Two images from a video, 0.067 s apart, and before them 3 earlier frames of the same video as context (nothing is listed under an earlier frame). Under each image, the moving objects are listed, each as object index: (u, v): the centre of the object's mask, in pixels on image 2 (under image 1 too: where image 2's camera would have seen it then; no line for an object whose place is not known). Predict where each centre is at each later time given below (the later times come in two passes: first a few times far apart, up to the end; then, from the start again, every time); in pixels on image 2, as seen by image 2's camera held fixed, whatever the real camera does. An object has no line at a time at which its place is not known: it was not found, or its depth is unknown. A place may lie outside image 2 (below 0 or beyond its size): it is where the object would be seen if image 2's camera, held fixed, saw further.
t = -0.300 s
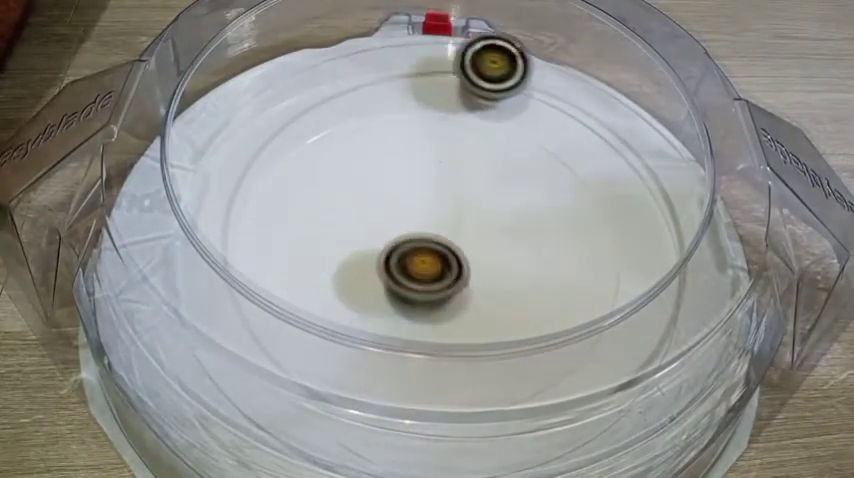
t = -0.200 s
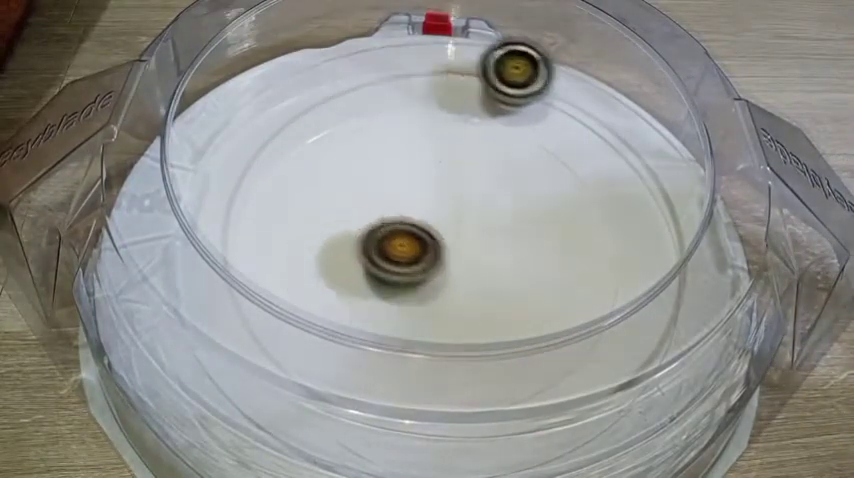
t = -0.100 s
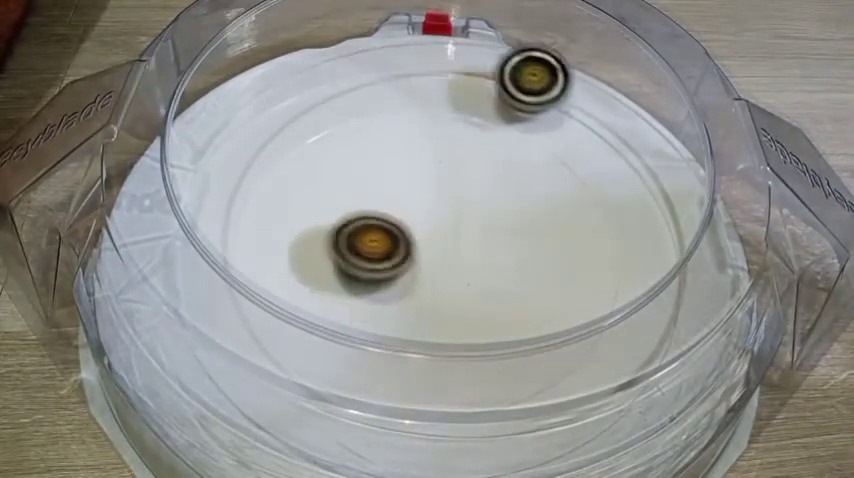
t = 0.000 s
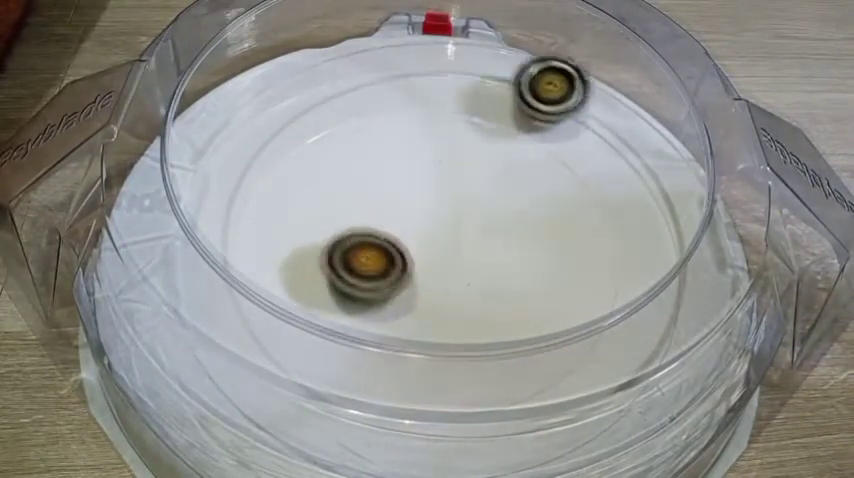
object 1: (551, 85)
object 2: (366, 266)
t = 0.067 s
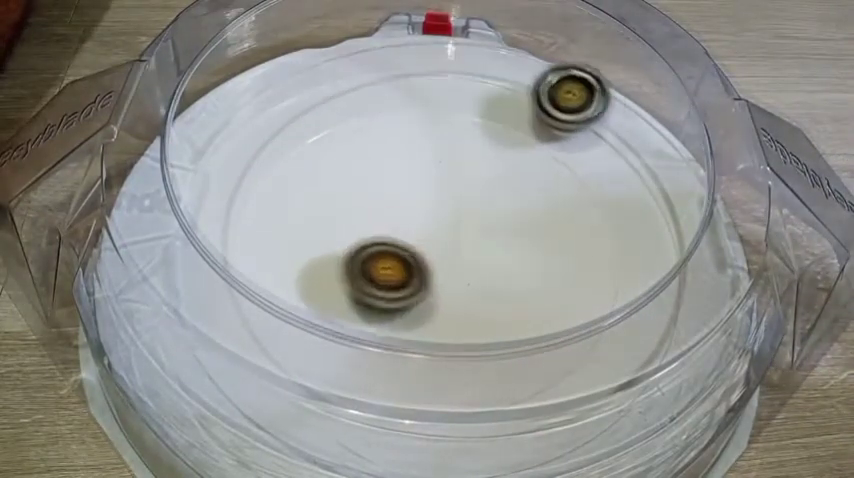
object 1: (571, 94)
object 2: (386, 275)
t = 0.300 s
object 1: (615, 129)
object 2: (418, 206)
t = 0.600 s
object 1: (663, 198)
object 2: (365, 195)
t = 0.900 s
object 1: (672, 278)
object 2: (436, 246)
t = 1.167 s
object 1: (639, 354)
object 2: (469, 167)
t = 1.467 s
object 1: (552, 417)
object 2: (369, 202)
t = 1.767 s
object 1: (428, 435)
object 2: (526, 274)
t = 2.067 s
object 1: (304, 407)
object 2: (498, 165)
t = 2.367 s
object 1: (216, 335)
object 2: (358, 241)
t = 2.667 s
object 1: (185, 246)
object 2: (503, 333)
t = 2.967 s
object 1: (201, 167)
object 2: (543, 211)
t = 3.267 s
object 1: (257, 101)
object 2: (325, 204)
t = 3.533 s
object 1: (321, 70)
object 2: (346, 351)
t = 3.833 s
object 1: (412, 53)
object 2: (536, 306)
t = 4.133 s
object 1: (503, 65)
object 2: (418, 137)
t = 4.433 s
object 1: (582, 101)
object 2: (254, 188)
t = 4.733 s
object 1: (643, 159)
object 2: (399, 316)
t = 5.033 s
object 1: (662, 235)
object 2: (534, 165)
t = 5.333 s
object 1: (658, 332)
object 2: (380, 98)
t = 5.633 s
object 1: (568, 405)
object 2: (318, 254)
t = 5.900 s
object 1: (453, 434)
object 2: (545, 299)
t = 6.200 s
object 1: (324, 415)
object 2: (545, 158)
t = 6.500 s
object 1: (228, 344)
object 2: (350, 183)
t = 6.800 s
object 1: (189, 251)
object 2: (416, 348)
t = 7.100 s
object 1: (205, 168)
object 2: (561, 258)
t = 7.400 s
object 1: (260, 103)
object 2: (386, 156)
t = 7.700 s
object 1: (341, 65)
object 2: (290, 274)
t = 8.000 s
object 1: (430, 55)
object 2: (494, 303)
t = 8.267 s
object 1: (509, 68)
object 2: (470, 153)
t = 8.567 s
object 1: (585, 110)
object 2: (308, 171)
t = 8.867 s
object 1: (633, 172)
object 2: (441, 306)
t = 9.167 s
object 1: (676, 258)
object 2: (495, 182)
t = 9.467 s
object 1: (658, 318)
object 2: (347, 217)
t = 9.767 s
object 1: (595, 385)
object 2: (480, 279)
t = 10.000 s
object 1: (500, 417)
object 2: (464, 194)
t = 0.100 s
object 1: (580, 98)
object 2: (399, 275)
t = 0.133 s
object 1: (586, 103)
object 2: (410, 271)
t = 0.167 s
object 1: (589, 107)
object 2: (419, 261)
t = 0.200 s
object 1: (593, 111)
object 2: (423, 250)
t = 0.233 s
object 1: (599, 116)
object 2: (424, 235)
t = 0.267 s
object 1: (606, 122)
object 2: (422, 220)
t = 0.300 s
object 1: (615, 129)
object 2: (418, 206)
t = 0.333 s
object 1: (623, 136)
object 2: (412, 192)
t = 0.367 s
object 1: (632, 144)
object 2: (405, 183)
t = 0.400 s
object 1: (638, 151)
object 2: (399, 175)
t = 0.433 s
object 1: (642, 158)
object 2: (391, 171)
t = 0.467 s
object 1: (645, 165)
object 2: (385, 172)
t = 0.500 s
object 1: (649, 172)
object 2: (378, 175)
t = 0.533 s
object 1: (654, 181)
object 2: (373, 181)
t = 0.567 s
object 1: (660, 190)
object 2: (369, 188)
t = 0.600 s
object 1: (663, 198)
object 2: (365, 195)
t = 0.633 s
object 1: (664, 205)
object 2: (362, 204)
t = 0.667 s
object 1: (663, 210)
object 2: (359, 213)
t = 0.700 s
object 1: (662, 215)
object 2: (359, 223)
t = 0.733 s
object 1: (661, 222)
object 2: (362, 231)
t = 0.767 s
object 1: (660, 230)
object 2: (370, 241)
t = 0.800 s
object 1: (658, 239)
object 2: (381, 248)
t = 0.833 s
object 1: (668, 252)
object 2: (398, 252)
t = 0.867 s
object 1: (670, 266)
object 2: (418, 251)
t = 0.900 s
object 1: (672, 278)
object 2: (436, 246)
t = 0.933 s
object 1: (672, 289)
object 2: (454, 237)
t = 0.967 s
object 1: (669, 297)
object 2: (467, 225)
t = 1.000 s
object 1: (665, 304)
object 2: (477, 212)
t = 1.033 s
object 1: (661, 312)
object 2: (483, 200)
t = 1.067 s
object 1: (656, 321)
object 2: (486, 187)
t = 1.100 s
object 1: (653, 336)
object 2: (484, 178)
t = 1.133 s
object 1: (645, 344)
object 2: (477, 171)
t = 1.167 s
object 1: (639, 354)
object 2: (469, 167)
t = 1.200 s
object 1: (631, 362)
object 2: (458, 162)
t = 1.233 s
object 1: (624, 370)
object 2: (445, 159)
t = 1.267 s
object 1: (615, 377)
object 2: (432, 157)
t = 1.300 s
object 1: (605, 384)
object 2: (418, 157)
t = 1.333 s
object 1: (596, 391)
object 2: (404, 161)
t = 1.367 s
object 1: (585, 398)
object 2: (392, 166)
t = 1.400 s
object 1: (574, 407)
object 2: (381, 175)
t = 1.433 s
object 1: (563, 413)
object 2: (373, 187)
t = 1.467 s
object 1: (552, 417)
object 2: (369, 202)
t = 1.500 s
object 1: (540, 420)
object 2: (371, 219)
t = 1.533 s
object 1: (526, 425)
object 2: (380, 237)
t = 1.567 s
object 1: (511, 430)
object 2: (397, 255)
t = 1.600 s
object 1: (497, 432)
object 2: (420, 270)
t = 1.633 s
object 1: (483, 434)
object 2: (445, 281)
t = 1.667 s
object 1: (469, 435)
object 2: (470, 284)
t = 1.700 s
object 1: (456, 435)
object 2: (493, 285)
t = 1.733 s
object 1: (441, 435)
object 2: (512, 283)
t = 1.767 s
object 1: (428, 435)
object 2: (526, 274)
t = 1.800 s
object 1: (414, 435)
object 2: (536, 264)
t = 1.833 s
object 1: (400, 434)
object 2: (541, 252)
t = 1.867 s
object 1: (386, 432)
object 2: (542, 238)
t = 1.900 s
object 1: (372, 427)
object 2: (540, 225)
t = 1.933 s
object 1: (358, 423)
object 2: (536, 210)
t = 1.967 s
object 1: (344, 420)
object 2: (529, 196)
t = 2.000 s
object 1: (331, 419)
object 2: (520, 184)
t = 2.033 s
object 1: (318, 414)
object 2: (509, 173)
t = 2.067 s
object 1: (304, 407)
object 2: (498, 165)
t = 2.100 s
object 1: (291, 401)
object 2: (483, 159)
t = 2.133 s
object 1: (279, 394)
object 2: (466, 155)
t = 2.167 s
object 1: (270, 387)
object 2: (448, 154)
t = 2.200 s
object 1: (260, 379)
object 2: (428, 158)
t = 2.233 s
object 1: (250, 371)
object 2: (409, 166)
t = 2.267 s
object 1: (241, 362)
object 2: (389, 180)
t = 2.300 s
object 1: (231, 353)
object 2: (374, 198)
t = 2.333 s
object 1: (222, 344)
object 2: (364, 218)
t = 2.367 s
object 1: (216, 335)
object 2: (358, 241)
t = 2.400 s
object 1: (208, 326)
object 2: (359, 262)
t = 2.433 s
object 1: (202, 316)
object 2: (364, 286)
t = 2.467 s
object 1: (197, 303)
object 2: (380, 303)
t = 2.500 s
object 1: (194, 297)
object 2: (399, 315)
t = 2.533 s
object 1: (191, 285)
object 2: (419, 331)
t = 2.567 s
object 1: (188, 275)
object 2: (440, 338)
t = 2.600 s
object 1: (185, 266)
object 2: (462, 343)
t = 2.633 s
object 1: (184, 256)
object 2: (483, 340)
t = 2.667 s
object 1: (185, 246)
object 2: (503, 333)
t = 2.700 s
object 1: (185, 238)
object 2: (519, 316)
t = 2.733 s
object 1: (184, 230)
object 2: (534, 309)
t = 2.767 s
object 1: (186, 220)
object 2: (547, 302)
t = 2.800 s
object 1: (187, 211)
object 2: (557, 286)
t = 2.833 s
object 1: (188, 202)
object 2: (561, 273)
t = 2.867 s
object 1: (192, 192)
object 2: (562, 257)
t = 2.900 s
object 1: (195, 184)
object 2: (560, 240)
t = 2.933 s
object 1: (198, 176)
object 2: (554, 224)
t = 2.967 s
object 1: (201, 167)
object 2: (543, 211)
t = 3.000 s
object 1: (209, 157)
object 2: (527, 197)
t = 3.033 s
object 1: (212, 149)
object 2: (508, 185)
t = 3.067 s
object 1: (217, 140)
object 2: (486, 177)
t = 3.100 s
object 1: (223, 133)
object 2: (459, 172)
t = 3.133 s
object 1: (230, 126)
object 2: (430, 170)
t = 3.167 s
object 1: (236, 120)
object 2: (401, 172)
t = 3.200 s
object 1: (243, 113)
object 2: (372, 180)
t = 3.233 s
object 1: (251, 107)
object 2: (346, 190)
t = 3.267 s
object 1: (257, 101)
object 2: (325, 204)
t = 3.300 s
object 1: (264, 96)
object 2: (308, 220)
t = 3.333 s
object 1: (272, 91)
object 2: (296, 237)
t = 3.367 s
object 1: (281, 87)
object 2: (290, 257)
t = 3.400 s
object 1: (288, 83)
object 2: (294, 274)
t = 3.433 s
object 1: (296, 80)
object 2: (303, 288)
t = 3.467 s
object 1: (304, 77)
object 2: (309, 316)
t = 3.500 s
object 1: (312, 73)
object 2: (325, 333)
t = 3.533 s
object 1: (321, 70)
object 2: (346, 351)
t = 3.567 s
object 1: (331, 66)
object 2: (369, 361)
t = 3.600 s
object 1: (341, 63)
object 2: (392, 367)
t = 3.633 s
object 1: (350, 61)
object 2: (418, 367)
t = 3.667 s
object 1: (360, 58)
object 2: (443, 366)
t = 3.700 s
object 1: (371, 57)
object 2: (469, 362)
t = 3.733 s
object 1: (381, 55)
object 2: (491, 359)
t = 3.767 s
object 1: (392, 54)
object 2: (509, 338)
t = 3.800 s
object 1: (402, 53)
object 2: (523, 316)
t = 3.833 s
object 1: (412, 53)
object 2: (536, 306)
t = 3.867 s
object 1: (423, 53)
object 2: (543, 285)
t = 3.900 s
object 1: (433, 54)
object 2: (544, 263)
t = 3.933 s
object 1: (443, 55)
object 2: (540, 241)
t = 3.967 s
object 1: (453, 55)
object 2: (530, 219)
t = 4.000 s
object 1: (463, 57)
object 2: (514, 197)
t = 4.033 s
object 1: (472, 58)
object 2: (493, 178)
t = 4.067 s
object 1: (482, 60)
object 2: (471, 161)
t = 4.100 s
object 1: (492, 63)
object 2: (446, 148)
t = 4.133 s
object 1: (503, 65)
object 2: (418, 137)
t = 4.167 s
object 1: (512, 67)
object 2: (391, 130)
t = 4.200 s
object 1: (522, 70)
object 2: (366, 128)
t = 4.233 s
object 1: (530, 74)
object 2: (342, 128)
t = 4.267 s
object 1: (540, 78)
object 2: (320, 132)
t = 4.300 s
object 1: (549, 82)
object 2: (300, 139)
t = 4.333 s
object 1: (557, 87)
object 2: (283, 149)
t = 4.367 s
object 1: (566, 92)
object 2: (270, 161)
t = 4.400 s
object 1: (575, 96)
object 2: (260, 174)
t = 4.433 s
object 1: (582, 101)
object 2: (254, 188)
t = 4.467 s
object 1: (590, 107)
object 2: (252, 207)
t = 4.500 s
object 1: (597, 112)
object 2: (254, 228)
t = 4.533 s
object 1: (605, 118)
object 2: (262, 246)
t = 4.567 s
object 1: (612, 124)
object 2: (275, 263)
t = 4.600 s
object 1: (618, 130)
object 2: (293, 278)
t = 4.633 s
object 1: (625, 137)
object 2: (315, 291)
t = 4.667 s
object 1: (632, 145)
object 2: (340, 303)
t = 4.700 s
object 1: (637, 151)
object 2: (368, 311)
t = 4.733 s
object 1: (643, 159)
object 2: (399, 316)
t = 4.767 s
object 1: (648, 167)
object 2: (429, 316)
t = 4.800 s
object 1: (653, 176)
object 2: (460, 311)
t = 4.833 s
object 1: (658, 184)
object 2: (489, 297)
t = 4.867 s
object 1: (661, 192)
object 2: (510, 281)
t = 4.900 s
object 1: (663, 200)
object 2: (528, 257)
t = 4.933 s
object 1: (663, 209)
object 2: (540, 234)
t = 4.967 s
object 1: (663, 218)
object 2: (544, 213)
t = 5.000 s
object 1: (661, 229)
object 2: (539, 188)
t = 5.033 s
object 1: (662, 235)
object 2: (534, 165)
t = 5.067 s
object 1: (668, 247)
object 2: (524, 145)
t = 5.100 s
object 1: (669, 257)
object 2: (510, 129)
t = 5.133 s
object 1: (669, 267)
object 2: (495, 116)
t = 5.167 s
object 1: (671, 278)
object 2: (478, 106)
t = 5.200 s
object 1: (669, 286)
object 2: (460, 98)
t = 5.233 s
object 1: (666, 297)
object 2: (440, 93)
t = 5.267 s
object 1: (663, 308)
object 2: (420, 92)
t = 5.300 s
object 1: (658, 317)
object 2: (399, 93)
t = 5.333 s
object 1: (658, 332)
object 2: (380, 98)
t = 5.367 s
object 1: (649, 338)
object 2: (362, 105)
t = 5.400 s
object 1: (641, 348)
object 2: (345, 115)
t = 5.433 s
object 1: (634, 354)
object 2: (330, 129)
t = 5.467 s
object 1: (624, 366)
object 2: (318, 143)
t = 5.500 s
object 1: (613, 374)
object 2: (309, 161)
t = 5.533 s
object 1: (601, 384)
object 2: (303, 181)
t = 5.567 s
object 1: (591, 389)
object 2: (303, 205)
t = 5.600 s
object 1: (578, 397)
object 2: (307, 229)
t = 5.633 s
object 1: (568, 405)
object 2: (318, 254)
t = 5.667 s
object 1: (556, 412)
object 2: (339, 278)
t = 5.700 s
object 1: (543, 417)
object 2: (366, 296)
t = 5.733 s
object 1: (529, 422)
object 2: (397, 308)
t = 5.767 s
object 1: (513, 428)
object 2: (431, 315)
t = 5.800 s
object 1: (498, 430)
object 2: (467, 316)
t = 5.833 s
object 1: (482, 432)
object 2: (497, 313)
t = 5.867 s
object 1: (468, 433)
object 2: (522, 308)
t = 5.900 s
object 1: (453, 434)
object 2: (545, 299)
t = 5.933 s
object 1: (438, 435)
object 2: (565, 286)
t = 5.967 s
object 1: (423, 435)
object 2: (576, 268)
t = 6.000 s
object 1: (407, 433)
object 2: (584, 248)
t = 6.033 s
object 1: (392, 433)
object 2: (586, 234)
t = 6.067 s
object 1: (380, 430)
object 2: (586, 215)
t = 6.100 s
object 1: (369, 426)
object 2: (581, 200)
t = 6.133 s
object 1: (354, 420)
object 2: (571, 184)
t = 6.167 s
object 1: (339, 420)
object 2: (560, 171)
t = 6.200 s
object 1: (324, 415)
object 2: (545, 158)
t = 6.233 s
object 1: (310, 409)
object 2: (528, 149)
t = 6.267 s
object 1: (297, 403)
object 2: (509, 142)
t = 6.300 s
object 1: (285, 395)
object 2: (487, 138)
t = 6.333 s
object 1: (272, 388)
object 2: (465, 137)
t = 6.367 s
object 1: (260, 380)
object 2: (441, 138)
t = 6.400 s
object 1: (249, 372)
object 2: (417, 144)
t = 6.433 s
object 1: (242, 362)
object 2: (392, 154)
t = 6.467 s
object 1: (235, 353)
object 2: (370, 167)
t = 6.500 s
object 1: (228, 344)
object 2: (350, 183)
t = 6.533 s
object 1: (218, 333)
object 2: (335, 202)
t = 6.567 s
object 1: (211, 324)
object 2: (325, 225)
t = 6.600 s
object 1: (204, 314)
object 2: (322, 249)
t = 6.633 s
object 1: (196, 307)
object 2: (325, 272)
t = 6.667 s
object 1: (195, 293)
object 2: (335, 290)
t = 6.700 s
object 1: (193, 285)
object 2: (352, 305)
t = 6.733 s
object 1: (191, 274)
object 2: (370, 326)
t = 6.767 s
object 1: (189, 262)
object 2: (394, 340)
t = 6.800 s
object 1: (189, 251)
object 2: (416, 348)
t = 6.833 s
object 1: (187, 242)
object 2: (444, 350)
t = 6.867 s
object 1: (186, 230)
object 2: (471, 350)
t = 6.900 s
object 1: (187, 221)
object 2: (495, 348)
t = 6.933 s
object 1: (189, 212)
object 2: (516, 336)
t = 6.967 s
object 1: (189, 204)
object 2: (535, 324)
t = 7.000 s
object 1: (192, 195)
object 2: (547, 307)
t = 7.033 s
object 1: (195, 186)
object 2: (558, 297)
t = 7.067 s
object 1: (197, 178)
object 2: (563, 276)
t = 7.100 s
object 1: (205, 168)
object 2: (561, 258)
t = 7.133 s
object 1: (207, 162)
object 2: (556, 241)
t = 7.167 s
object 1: (212, 152)
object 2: (545, 222)
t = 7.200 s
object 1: (218, 143)
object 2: (531, 204)
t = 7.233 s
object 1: (224, 136)
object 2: (510, 188)
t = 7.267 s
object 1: (231, 130)
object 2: (488, 176)
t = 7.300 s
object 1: (238, 121)
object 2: (462, 165)
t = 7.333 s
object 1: (245, 115)
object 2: (437, 159)
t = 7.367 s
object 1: (253, 109)
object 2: (411, 156)
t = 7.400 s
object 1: (260, 103)
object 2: (386, 156)
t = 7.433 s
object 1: (268, 98)
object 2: (362, 159)
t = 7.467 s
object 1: (278, 92)
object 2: (340, 167)
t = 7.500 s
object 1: (287, 88)
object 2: (321, 177)
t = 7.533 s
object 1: (297, 84)
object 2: (304, 190)
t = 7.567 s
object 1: (305, 79)
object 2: (291, 206)
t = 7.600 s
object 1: (315, 75)
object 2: (281, 224)
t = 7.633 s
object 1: (324, 71)
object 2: (277, 243)
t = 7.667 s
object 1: (332, 68)
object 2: (281, 260)
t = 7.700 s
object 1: (341, 65)
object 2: (290, 274)
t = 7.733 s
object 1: (351, 62)
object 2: (305, 288)
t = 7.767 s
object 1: (362, 60)
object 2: (320, 310)
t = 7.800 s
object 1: (372, 58)
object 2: (342, 323)
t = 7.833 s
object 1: (382, 56)
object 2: (367, 332)
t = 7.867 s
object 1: (391, 55)
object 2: (394, 332)
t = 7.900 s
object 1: (401, 55)
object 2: (421, 333)
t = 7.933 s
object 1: (410, 54)
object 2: (448, 322)
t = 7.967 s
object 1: (420, 55)
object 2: (474, 316)
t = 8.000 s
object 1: (430, 55)
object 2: (494, 303)
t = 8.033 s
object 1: (441, 56)
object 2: (509, 283)
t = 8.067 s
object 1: (452, 57)
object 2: (518, 263)
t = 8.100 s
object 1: (462, 59)
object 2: (522, 242)
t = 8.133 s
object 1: (473, 60)
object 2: (520, 222)
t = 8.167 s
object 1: (482, 61)
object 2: (512, 201)
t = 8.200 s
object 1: (491, 64)
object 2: (500, 183)
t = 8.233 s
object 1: (501, 66)
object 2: (485, 165)
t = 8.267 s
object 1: (509, 68)
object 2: (470, 153)
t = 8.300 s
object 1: (517, 72)
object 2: (449, 141)
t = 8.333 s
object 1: (526, 77)
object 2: (429, 133)
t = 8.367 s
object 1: (535, 81)
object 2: (406, 130)
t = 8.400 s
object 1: (544, 86)
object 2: (386, 129)
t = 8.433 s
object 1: (554, 91)
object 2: (366, 131)
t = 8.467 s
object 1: (562, 95)
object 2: (348, 138)
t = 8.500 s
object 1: (571, 100)
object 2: (332, 146)
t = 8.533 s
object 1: (578, 104)
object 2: (317, 158)
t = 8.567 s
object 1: (585, 110)
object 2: (308, 171)
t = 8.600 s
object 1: (592, 116)
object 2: (301, 189)
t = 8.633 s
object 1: (599, 123)
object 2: (300, 208)
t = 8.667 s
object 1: (606, 129)
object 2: (303, 229)
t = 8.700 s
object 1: (612, 136)
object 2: (313, 249)
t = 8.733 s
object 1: (617, 143)
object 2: (331, 269)
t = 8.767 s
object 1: (622, 150)
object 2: (352, 285)
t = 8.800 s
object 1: (626, 157)
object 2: (379, 298)
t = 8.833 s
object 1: (630, 164)
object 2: (410, 305)
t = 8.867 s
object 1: (633, 172)
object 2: (441, 306)
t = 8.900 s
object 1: (635, 179)
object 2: (467, 304)
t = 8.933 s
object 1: (637, 188)
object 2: (491, 295)
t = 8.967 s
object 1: (638, 196)
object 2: (510, 281)
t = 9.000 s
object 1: (637, 206)
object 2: (527, 264)
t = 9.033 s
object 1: (636, 213)
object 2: (538, 246)
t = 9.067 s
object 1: (638, 224)
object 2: (539, 227)
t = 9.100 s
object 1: (653, 236)
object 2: (525, 210)
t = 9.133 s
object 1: (669, 249)
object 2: (509, 194)
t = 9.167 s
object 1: (676, 258)
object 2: (495, 182)
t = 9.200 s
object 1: (677, 263)
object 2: (477, 172)
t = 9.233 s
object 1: (671, 268)
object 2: (457, 165)
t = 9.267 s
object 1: (664, 270)
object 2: (437, 161)
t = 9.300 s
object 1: (660, 273)
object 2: (418, 162)
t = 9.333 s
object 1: (657, 278)
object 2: (399, 167)
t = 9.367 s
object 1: (658, 286)
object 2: (381, 176)
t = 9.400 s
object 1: (658, 296)
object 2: (366, 187)
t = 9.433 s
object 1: (657, 304)
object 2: (354, 200)
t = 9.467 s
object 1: (658, 318)
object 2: (347, 217)
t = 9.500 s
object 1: (655, 324)
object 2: (347, 234)
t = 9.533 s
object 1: (654, 334)
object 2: (352, 251)
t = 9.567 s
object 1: (647, 342)
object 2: (364, 265)
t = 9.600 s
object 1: (639, 346)
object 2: (380, 279)
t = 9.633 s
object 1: (632, 352)
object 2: (399, 287)
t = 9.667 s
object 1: (624, 362)
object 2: (421, 291)
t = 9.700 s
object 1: (616, 370)
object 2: (442, 291)
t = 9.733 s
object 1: (607, 376)
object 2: (464, 287)
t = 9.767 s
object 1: (595, 385)
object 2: (480, 279)
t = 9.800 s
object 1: (586, 392)
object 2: (493, 267)
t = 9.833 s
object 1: (574, 397)
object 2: (501, 253)
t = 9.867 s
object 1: (561, 403)
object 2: (504, 237)
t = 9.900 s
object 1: (548, 409)
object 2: (498, 224)
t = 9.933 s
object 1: (531, 413)
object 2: (490, 212)
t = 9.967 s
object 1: (515, 415)
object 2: (478, 201)
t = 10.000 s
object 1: (500, 417)
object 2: (464, 194)
